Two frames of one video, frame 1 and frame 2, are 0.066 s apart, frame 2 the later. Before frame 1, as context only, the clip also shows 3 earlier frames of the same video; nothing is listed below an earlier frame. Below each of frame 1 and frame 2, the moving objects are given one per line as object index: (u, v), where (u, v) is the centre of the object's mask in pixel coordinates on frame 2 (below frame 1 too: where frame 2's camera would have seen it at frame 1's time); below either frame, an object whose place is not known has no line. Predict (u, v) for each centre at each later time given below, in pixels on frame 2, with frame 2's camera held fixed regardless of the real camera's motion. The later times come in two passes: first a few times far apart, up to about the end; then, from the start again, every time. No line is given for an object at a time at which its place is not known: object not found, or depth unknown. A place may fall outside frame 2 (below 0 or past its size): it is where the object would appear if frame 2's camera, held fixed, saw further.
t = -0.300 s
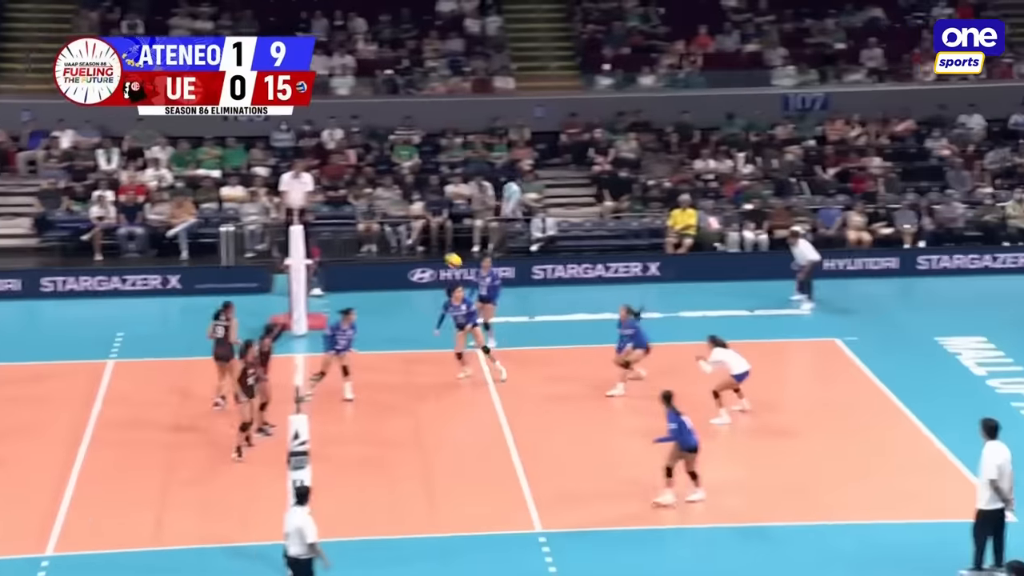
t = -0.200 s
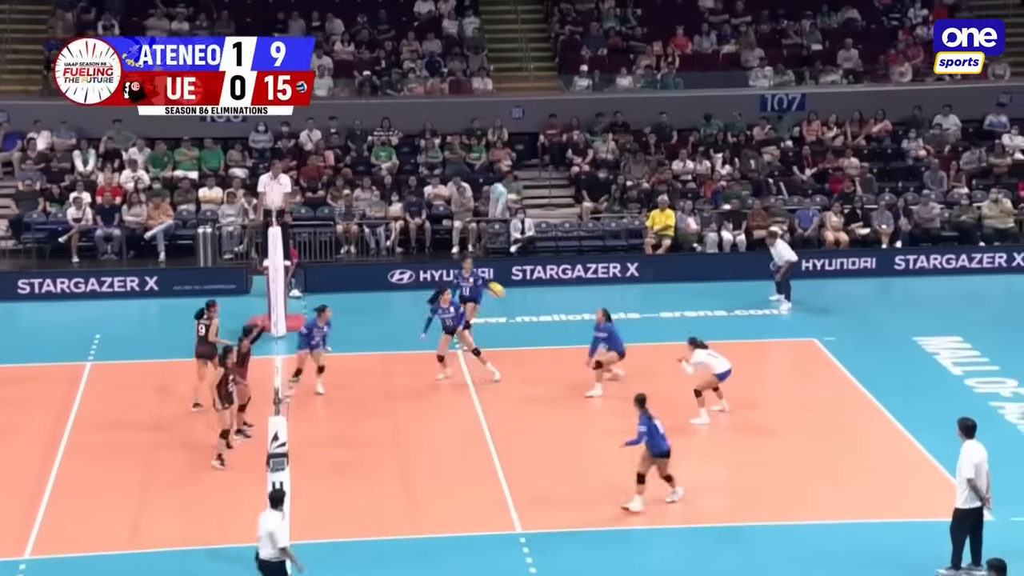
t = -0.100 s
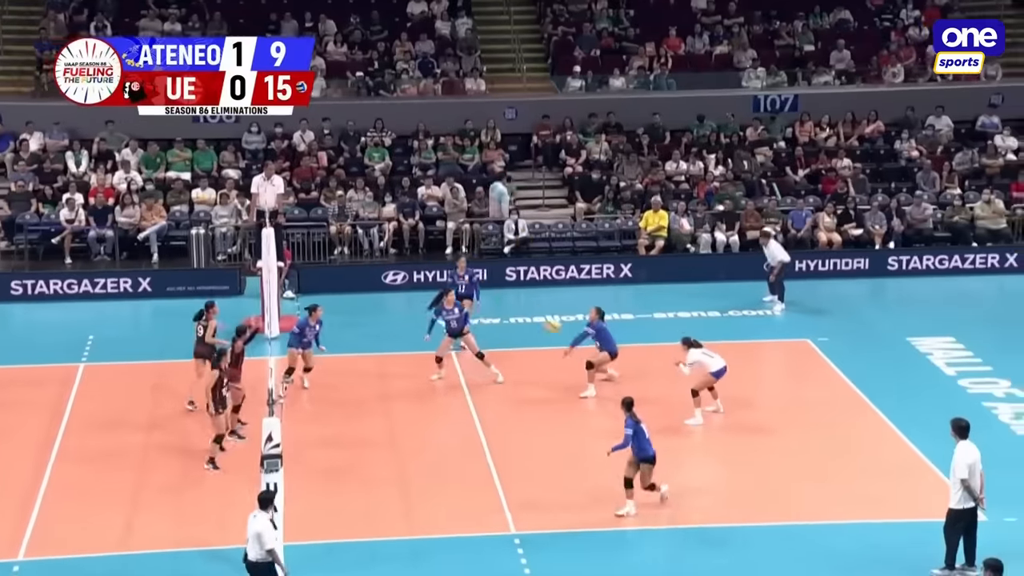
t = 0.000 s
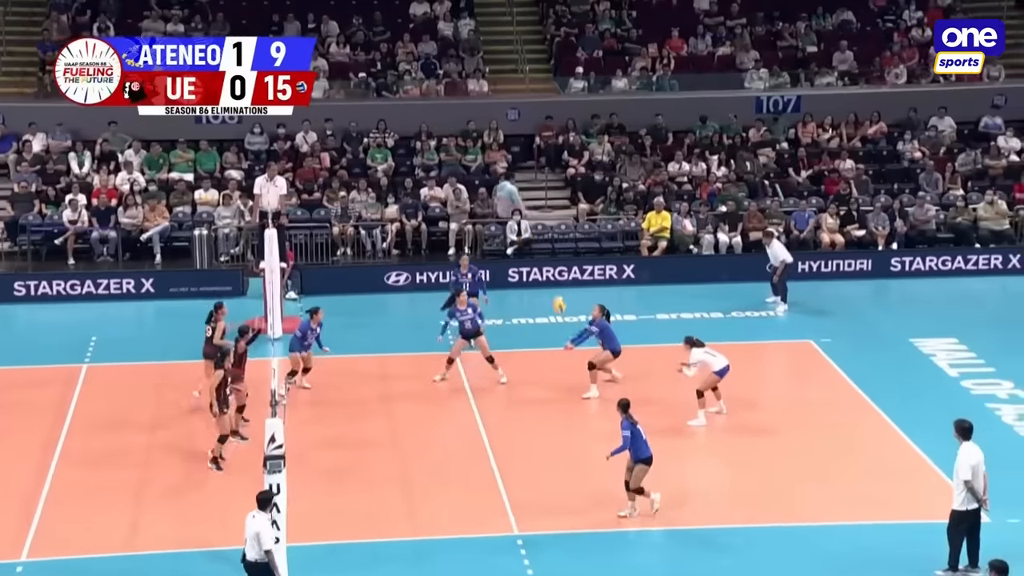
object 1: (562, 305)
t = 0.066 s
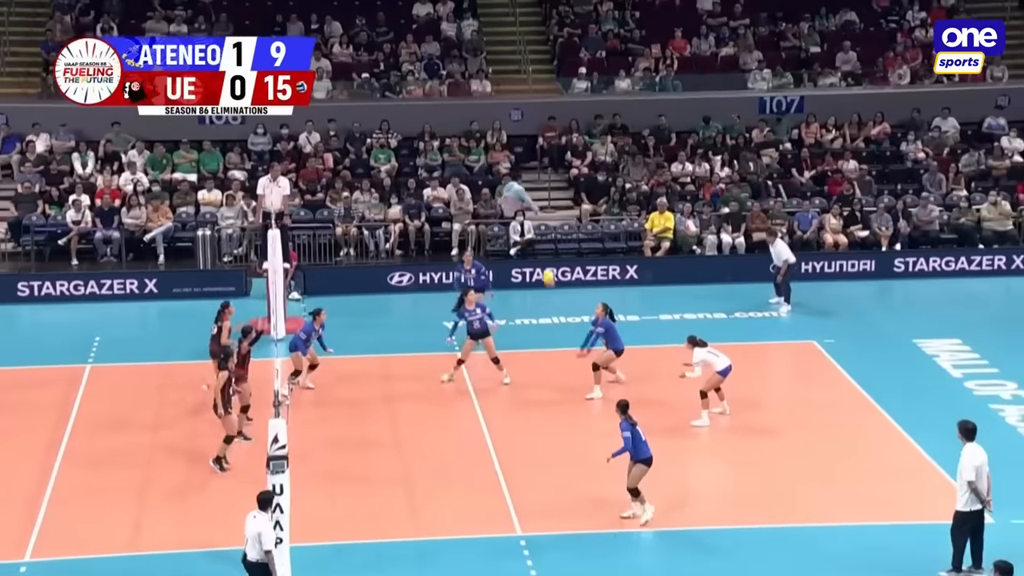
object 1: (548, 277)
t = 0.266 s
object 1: (511, 211)
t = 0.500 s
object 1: (467, 164)
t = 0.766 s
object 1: (418, 152)
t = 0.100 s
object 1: (542, 261)
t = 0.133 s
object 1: (536, 252)
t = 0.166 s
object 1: (530, 241)
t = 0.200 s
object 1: (523, 229)
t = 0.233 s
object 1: (517, 219)
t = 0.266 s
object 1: (511, 211)
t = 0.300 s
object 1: (504, 203)
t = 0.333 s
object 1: (498, 194)
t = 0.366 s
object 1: (492, 187)
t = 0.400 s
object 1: (486, 180)
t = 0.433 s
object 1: (480, 174)
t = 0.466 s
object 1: (474, 168)
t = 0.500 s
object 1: (467, 164)
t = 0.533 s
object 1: (461, 160)
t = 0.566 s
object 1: (455, 157)
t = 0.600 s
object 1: (449, 155)
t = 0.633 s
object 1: (443, 153)
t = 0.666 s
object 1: (437, 152)
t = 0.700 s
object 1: (430, 151)
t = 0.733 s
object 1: (424, 151)
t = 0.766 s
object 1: (418, 152)
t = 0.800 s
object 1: (412, 154)
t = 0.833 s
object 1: (407, 156)
